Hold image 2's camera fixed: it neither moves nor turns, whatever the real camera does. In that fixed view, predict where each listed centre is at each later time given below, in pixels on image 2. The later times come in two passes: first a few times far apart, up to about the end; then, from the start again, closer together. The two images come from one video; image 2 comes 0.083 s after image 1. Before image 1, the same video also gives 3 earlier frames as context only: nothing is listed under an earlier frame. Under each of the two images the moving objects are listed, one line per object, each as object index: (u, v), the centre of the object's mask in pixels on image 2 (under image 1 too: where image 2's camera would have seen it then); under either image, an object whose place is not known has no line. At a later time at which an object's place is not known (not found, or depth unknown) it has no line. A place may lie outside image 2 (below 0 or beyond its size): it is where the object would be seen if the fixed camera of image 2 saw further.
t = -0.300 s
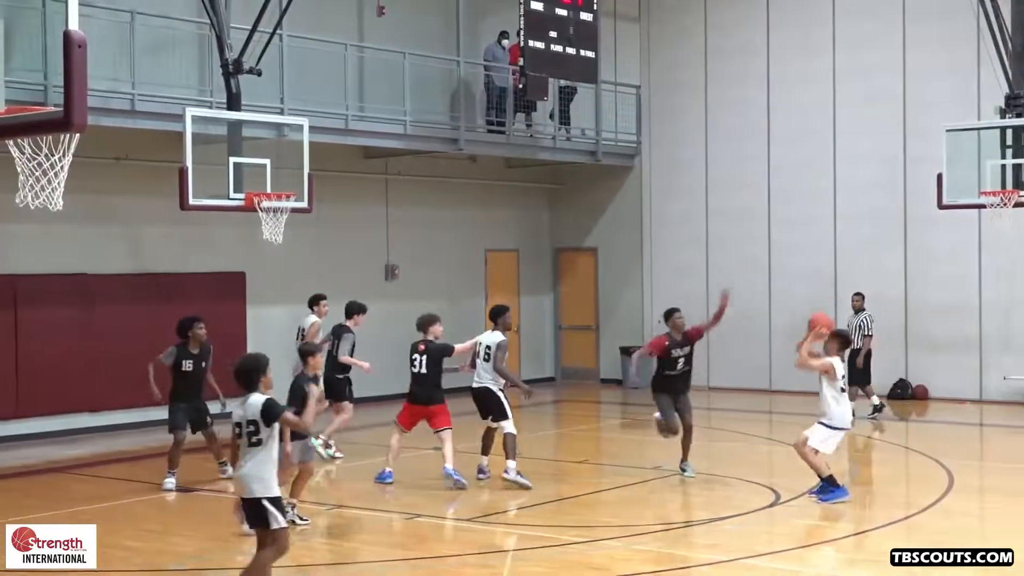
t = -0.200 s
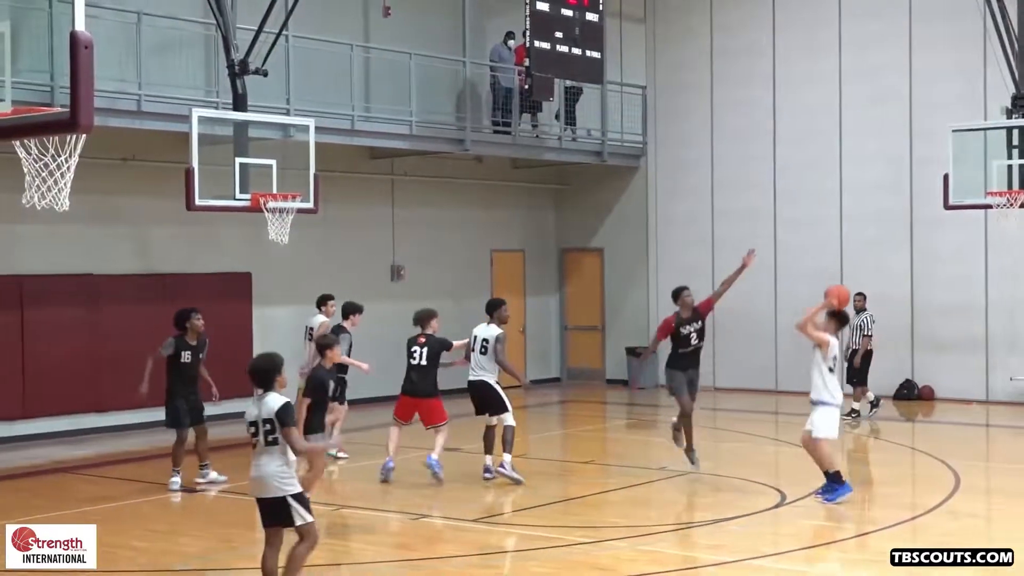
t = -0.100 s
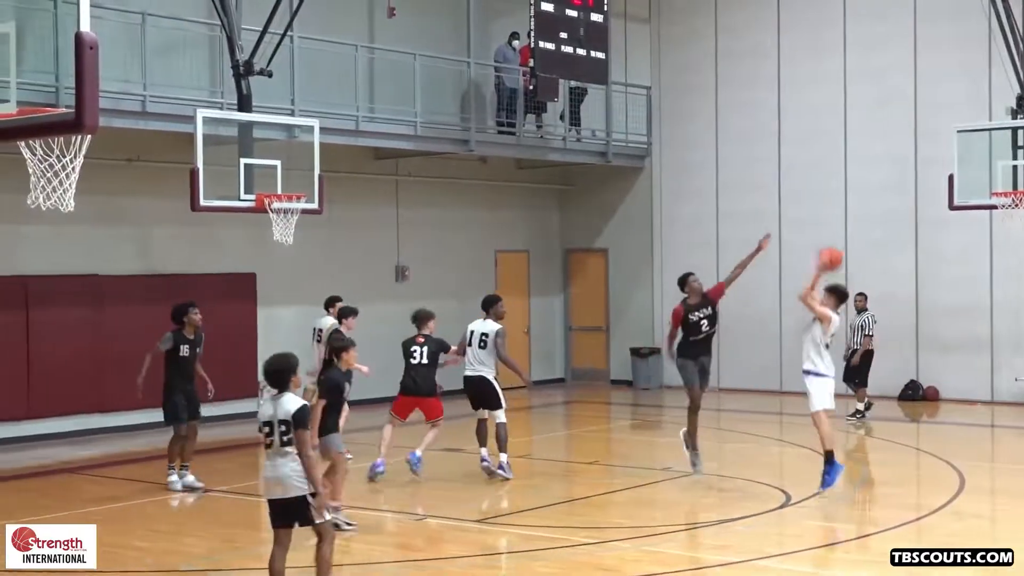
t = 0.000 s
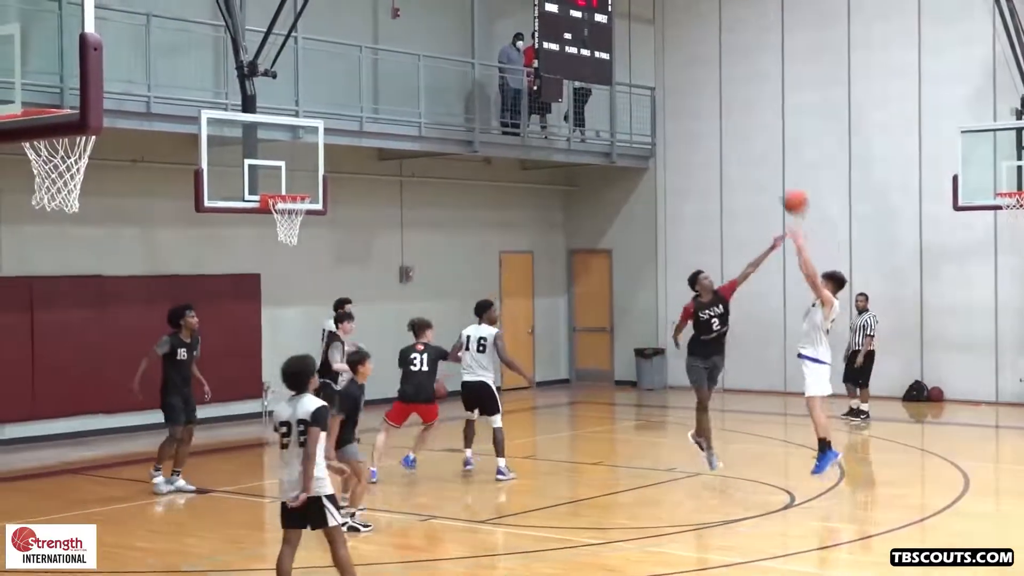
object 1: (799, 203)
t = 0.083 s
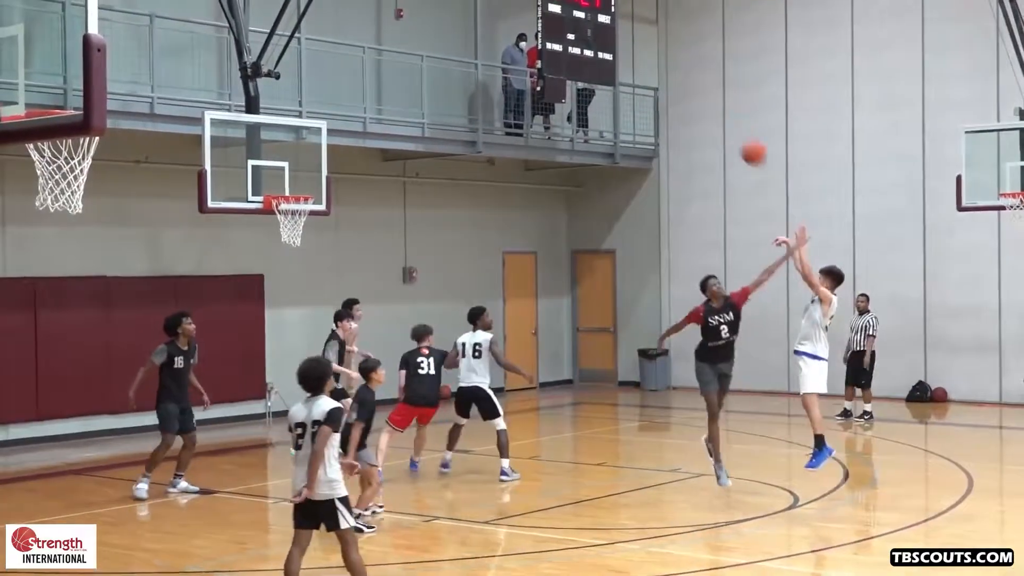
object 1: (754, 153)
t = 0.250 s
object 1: (670, 79)
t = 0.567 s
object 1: (527, 21)
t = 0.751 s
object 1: (454, 32)
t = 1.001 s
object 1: (362, 92)
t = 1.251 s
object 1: (314, 186)
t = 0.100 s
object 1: (745, 145)
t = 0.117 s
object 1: (736, 135)
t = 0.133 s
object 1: (728, 128)
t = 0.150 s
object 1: (719, 120)
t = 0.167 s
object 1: (710, 112)
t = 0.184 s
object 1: (703, 105)
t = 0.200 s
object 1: (694, 98)
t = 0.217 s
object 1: (686, 92)
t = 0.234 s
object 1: (678, 85)
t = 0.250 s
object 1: (670, 79)
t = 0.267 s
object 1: (662, 72)
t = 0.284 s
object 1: (654, 67)
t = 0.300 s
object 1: (646, 63)
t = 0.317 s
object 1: (638, 58)
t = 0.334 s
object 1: (631, 54)
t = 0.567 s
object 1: (527, 21)
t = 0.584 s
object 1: (522, 21)
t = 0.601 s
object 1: (514, 21)
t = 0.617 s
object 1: (508, 21)
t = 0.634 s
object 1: (501, 22)
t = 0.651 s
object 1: (495, 22)
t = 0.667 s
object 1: (488, 23)
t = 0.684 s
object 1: (481, 25)
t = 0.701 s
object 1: (474, 26)
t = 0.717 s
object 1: (468, 28)
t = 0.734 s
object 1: (461, 30)
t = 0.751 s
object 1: (454, 32)
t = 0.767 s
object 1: (448, 34)
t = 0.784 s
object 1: (442, 37)
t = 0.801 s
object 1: (436, 39)
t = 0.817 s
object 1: (429, 43)
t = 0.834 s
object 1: (422, 47)
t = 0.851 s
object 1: (417, 50)
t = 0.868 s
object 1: (411, 54)
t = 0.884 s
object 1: (405, 58)
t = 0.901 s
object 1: (398, 62)
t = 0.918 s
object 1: (392, 67)
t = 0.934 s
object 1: (385, 73)
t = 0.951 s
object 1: (379, 76)
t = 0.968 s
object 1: (374, 81)
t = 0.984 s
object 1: (368, 86)
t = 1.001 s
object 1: (362, 92)
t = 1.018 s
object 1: (356, 97)
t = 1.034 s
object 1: (350, 103)
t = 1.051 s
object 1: (345, 109)
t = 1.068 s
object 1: (339, 116)
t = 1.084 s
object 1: (333, 123)
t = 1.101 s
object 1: (326, 130)
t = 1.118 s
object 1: (322, 137)
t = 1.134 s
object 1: (316, 143)
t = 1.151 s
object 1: (309, 151)
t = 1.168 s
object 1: (305, 159)
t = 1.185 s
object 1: (301, 165)
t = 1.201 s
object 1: (302, 170)
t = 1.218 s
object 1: (306, 176)
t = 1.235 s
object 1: (310, 180)
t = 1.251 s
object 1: (314, 186)
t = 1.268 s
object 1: (318, 192)
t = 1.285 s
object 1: (322, 197)
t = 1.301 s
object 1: (326, 205)
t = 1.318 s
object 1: (330, 212)
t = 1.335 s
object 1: (334, 219)
